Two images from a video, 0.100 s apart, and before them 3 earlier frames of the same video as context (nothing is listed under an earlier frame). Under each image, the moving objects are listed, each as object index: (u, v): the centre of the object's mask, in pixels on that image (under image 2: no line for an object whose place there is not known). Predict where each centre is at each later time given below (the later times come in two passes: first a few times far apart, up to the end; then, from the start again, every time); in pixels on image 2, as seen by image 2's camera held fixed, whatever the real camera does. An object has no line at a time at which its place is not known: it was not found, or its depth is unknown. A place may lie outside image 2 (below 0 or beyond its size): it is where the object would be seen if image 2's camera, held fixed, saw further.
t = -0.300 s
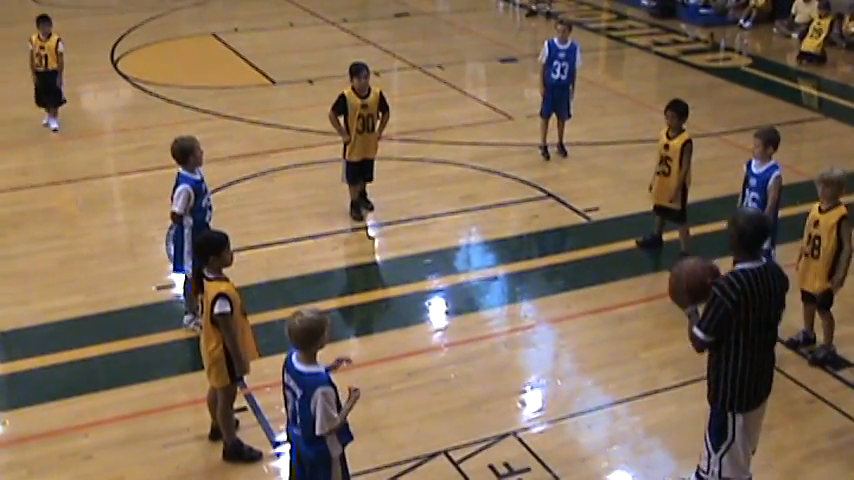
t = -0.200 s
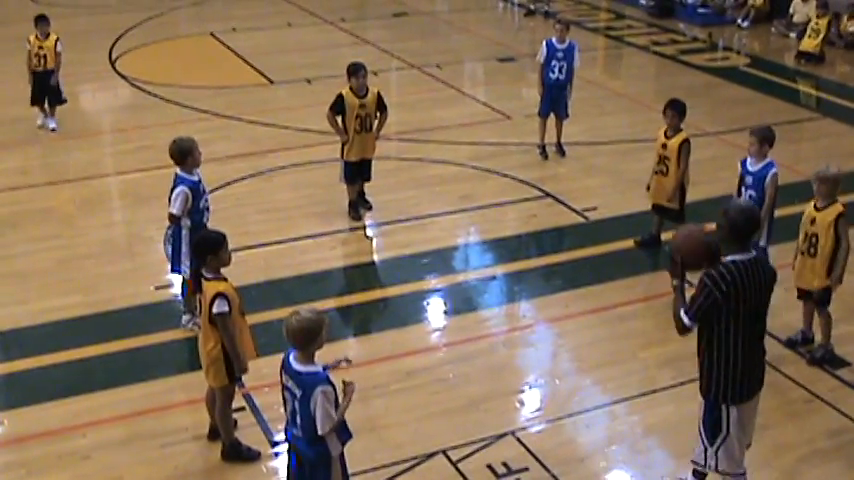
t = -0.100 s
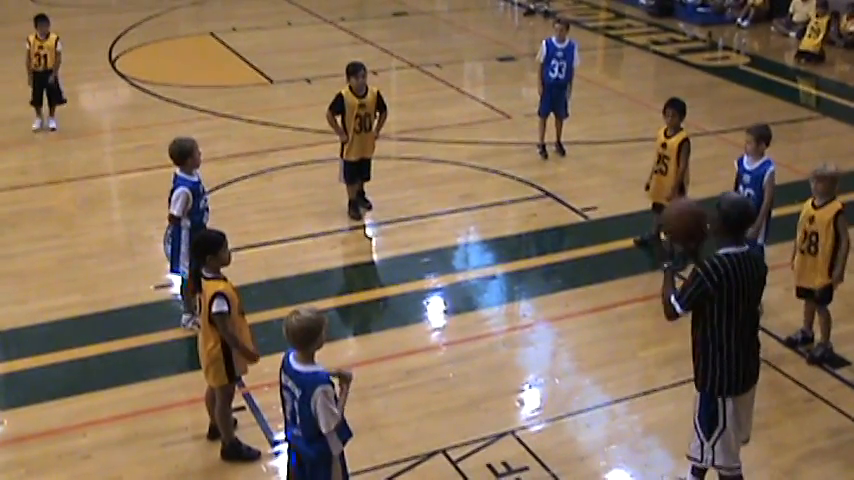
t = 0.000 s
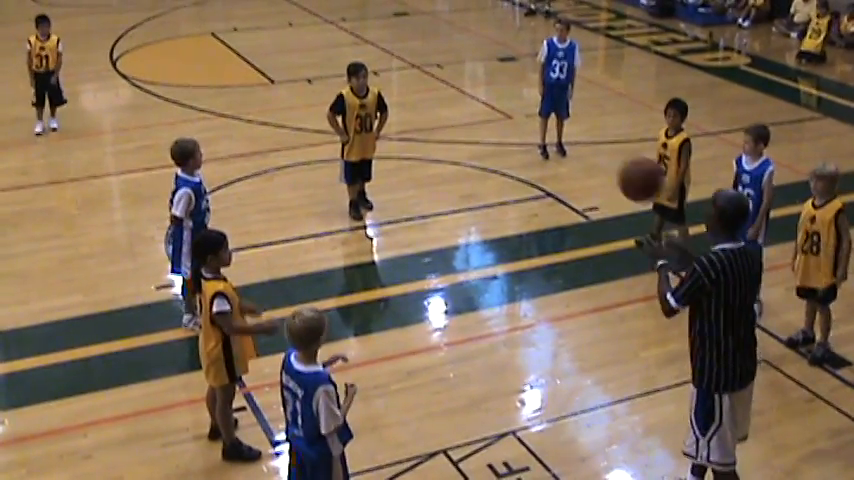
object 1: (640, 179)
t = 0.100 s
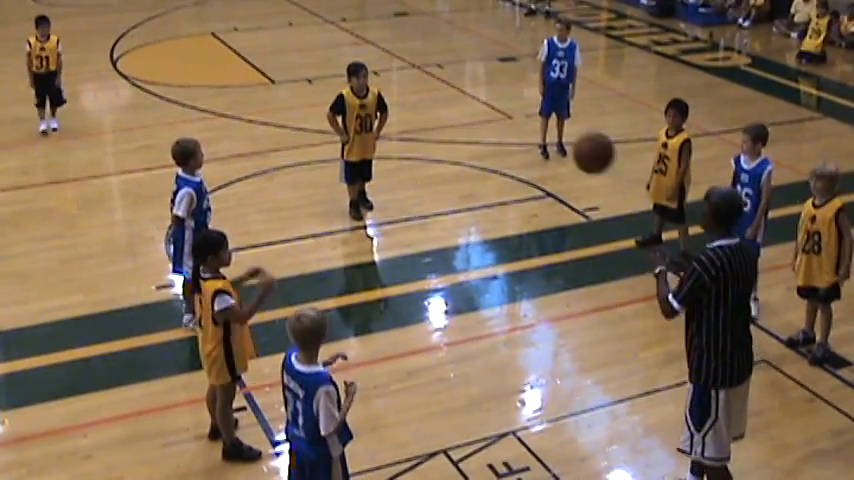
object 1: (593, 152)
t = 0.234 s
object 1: (535, 145)
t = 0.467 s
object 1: (457, 196)
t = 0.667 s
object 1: (427, 222)
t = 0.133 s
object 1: (580, 146)
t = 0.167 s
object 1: (565, 145)
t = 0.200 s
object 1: (551, 143)
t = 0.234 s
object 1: (535, 145)
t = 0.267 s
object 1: (525, 150)
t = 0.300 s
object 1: (513, 154)
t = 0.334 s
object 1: (501, 161)
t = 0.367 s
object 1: (490, 167)
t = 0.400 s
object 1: (478, 176)
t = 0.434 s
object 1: (469, 187)
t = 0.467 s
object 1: (457, 196)
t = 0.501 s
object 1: (449, 208)
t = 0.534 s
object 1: (445, 222)
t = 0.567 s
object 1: (442, 230)
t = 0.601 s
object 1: (433, 242)
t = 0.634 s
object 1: (431, 236)
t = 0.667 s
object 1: (427, 222)
